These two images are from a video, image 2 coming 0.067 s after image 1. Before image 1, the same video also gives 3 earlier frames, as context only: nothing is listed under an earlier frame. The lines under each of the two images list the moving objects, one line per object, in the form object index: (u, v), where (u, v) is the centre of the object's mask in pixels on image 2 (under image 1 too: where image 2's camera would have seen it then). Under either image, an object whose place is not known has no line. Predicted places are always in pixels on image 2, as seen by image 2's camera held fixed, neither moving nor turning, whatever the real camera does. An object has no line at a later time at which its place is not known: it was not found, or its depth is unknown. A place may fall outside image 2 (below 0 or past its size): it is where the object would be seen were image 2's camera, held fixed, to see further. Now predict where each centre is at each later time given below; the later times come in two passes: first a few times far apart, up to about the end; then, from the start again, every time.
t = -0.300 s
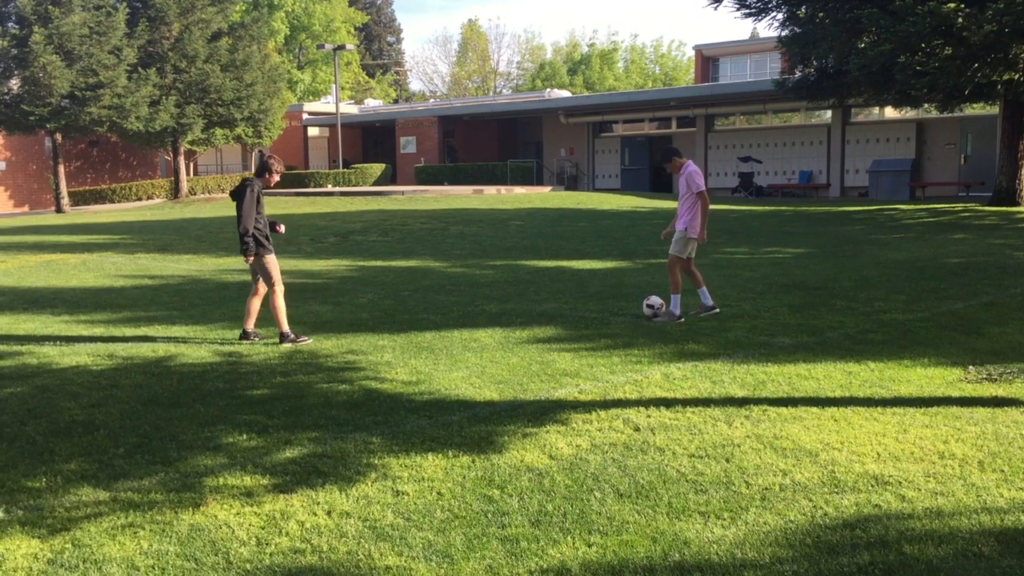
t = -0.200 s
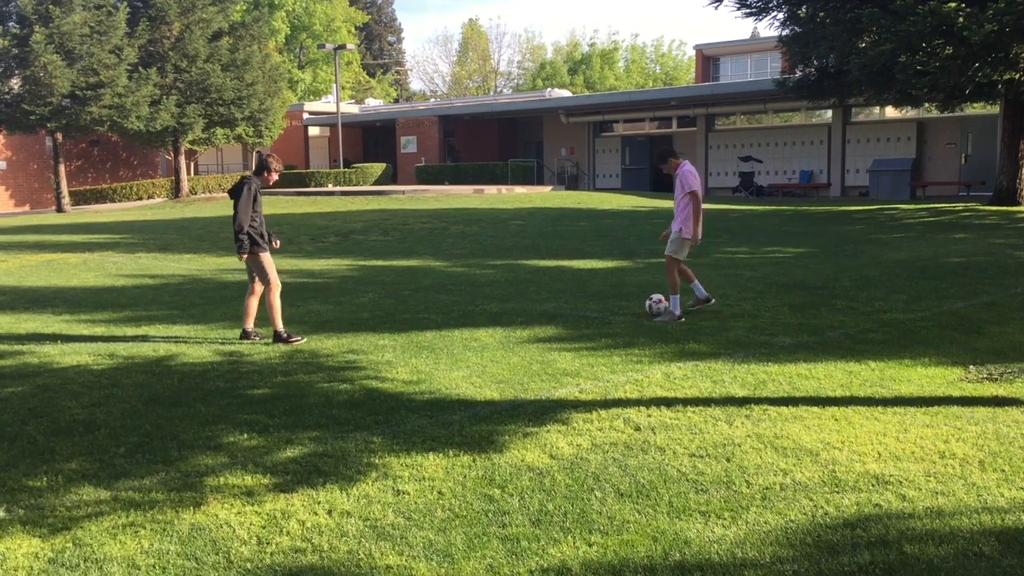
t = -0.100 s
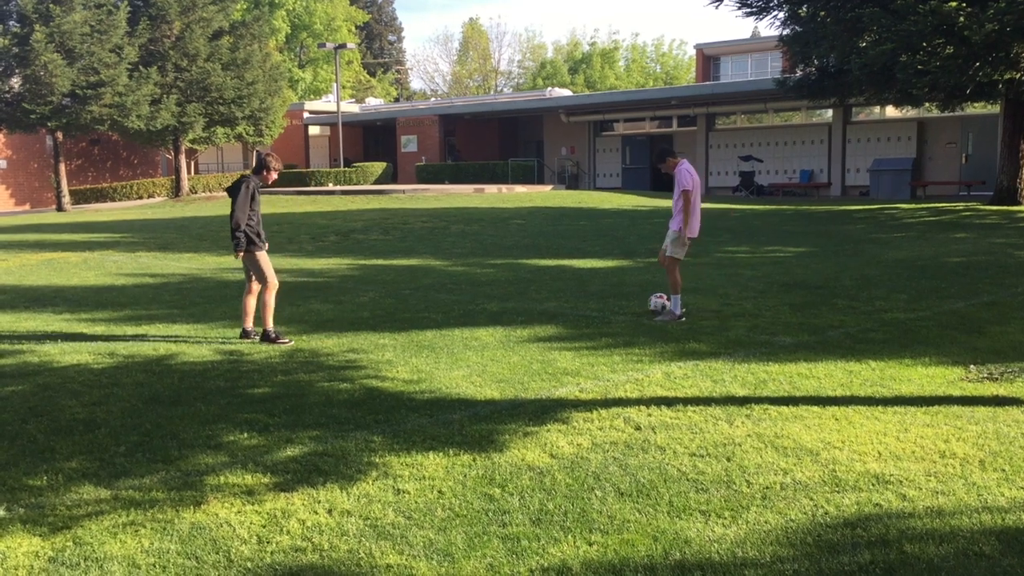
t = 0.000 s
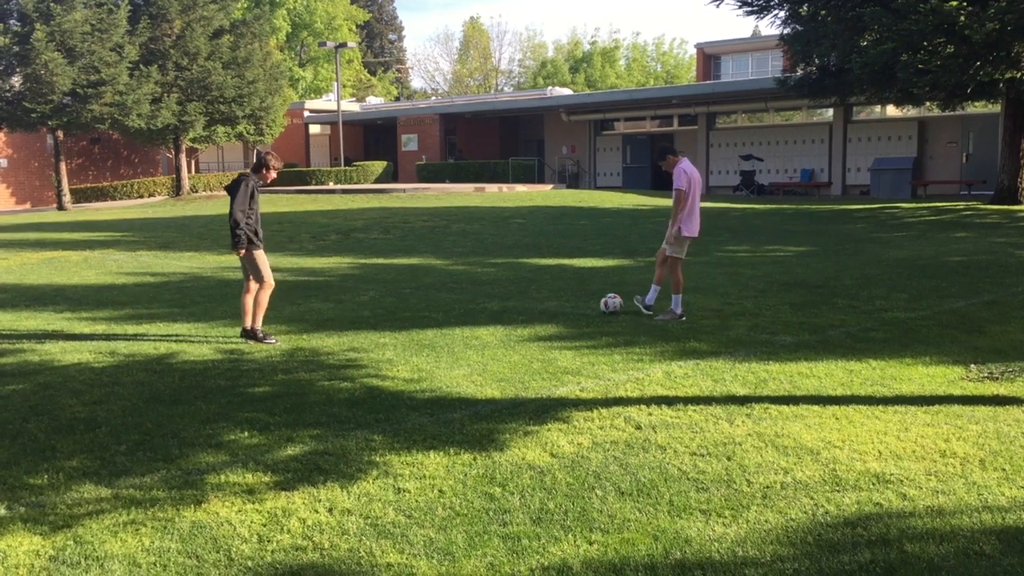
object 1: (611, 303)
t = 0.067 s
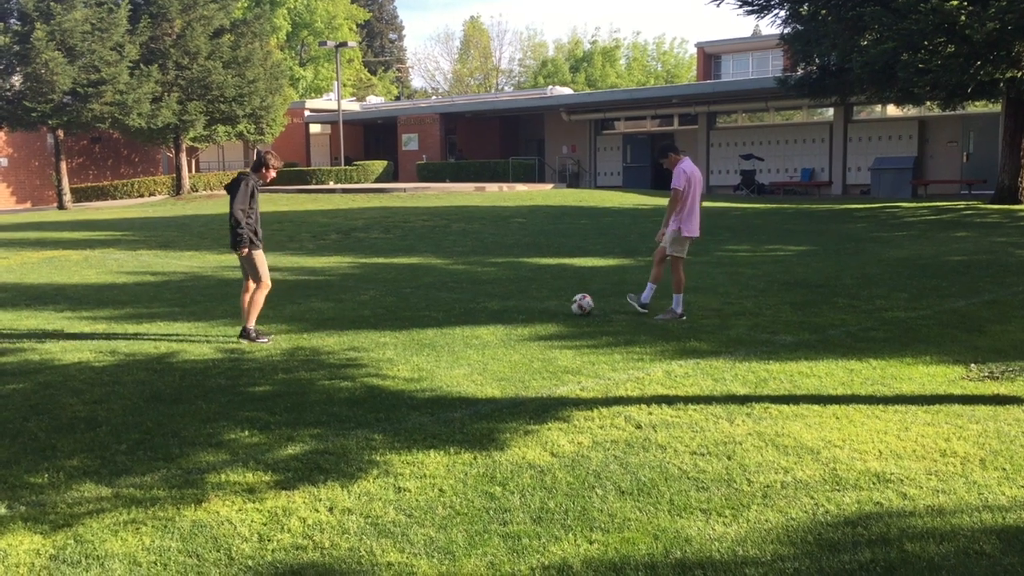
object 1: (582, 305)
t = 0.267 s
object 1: (511, 307)
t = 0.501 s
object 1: (448, 311)
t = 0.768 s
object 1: (383, 314)
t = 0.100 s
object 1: (569, 305)
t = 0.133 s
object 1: (555, 306)
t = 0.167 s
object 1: (543, 307)
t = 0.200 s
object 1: (532, 307)
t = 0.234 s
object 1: (522, 307)
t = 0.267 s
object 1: (511, 307)
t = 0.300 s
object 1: (501, 309)
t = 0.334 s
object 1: (492, 309)
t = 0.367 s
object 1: (483, 309)
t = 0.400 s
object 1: (474, 309)
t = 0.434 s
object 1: (465, 309)
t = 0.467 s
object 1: (457, 310)
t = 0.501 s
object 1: (448, 311)
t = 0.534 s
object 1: (440, 312)
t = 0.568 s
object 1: (432, 312)
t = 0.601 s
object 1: (423, 312)
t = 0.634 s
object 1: (415, 312)
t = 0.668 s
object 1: (407, 313)
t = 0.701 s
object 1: (399, 314)
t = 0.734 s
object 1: (391, 314)
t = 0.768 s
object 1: (383, 314)
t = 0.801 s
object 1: (376, 314)
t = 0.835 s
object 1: (368, 315)
